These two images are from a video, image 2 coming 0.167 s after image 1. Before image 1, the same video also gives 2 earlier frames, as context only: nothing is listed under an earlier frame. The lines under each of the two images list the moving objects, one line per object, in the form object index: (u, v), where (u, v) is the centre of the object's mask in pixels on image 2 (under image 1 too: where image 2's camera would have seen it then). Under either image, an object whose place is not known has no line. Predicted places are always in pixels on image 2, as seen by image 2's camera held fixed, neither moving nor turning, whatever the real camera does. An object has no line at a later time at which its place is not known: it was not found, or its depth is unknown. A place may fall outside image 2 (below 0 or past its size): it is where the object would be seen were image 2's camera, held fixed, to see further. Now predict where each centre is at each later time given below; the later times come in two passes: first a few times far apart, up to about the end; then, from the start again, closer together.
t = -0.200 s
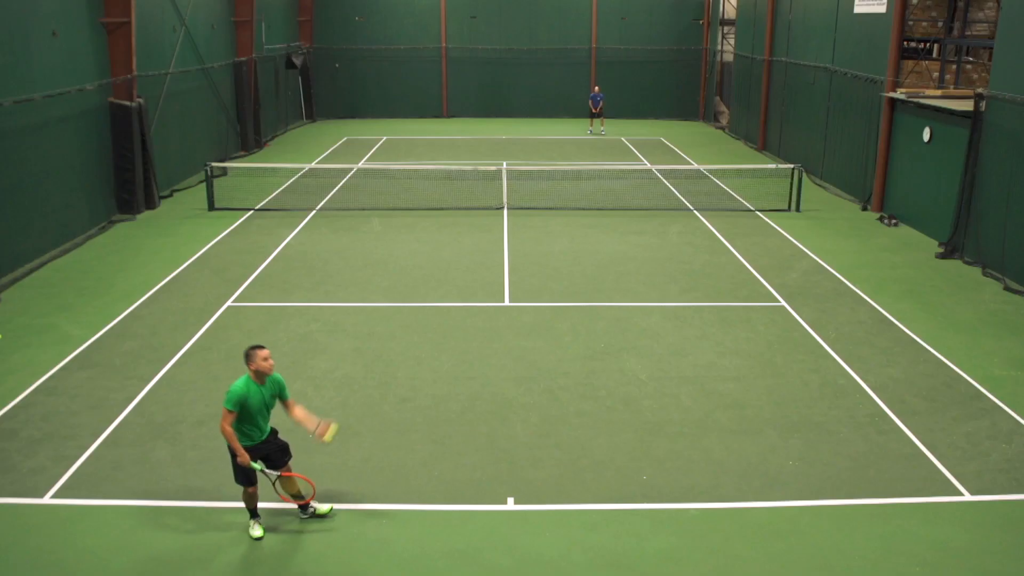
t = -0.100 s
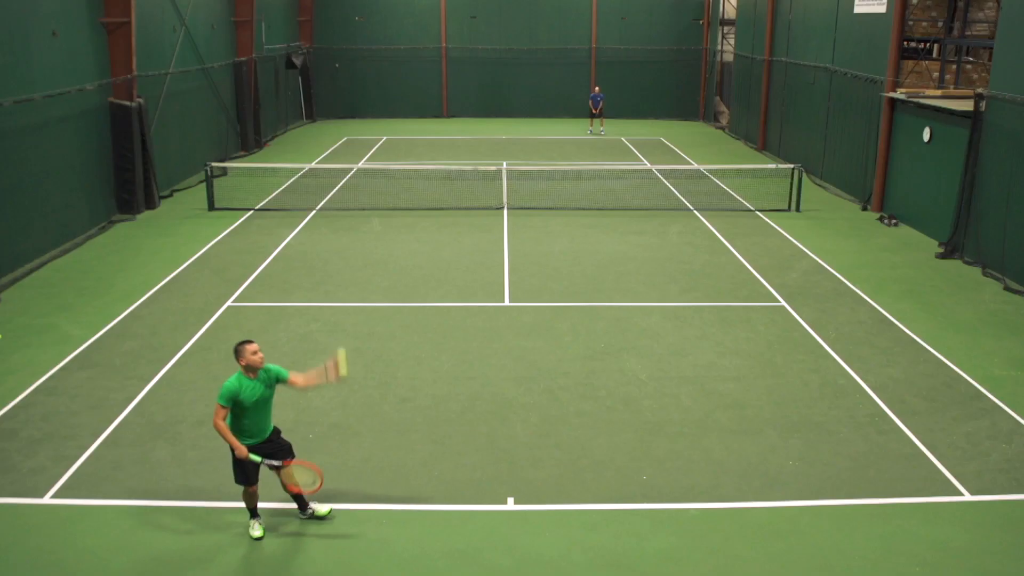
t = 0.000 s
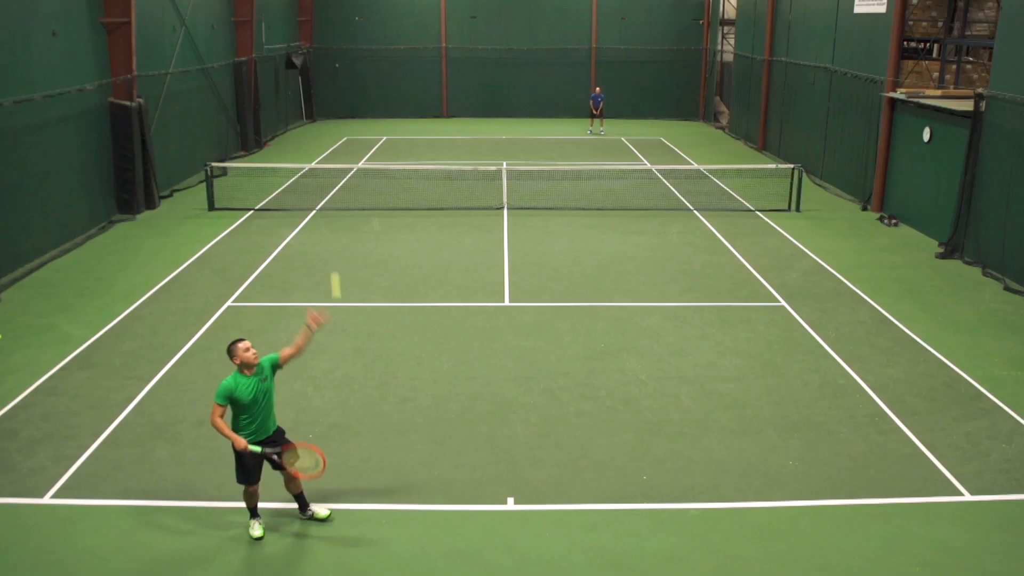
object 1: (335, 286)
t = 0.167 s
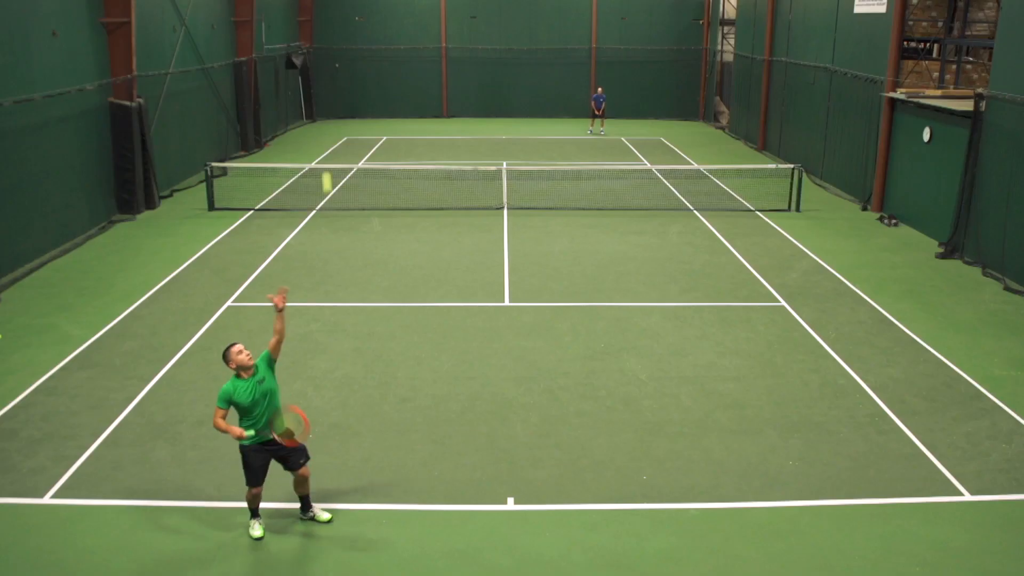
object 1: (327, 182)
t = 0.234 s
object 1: (324, 150)
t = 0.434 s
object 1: (318, 92)
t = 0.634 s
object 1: (315, 87)
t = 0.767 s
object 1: (315, 112)
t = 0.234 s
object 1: (324, 150)
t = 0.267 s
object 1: (323, 137)
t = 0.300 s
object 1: (321, 125)
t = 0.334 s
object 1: (321, 115)
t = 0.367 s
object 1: (320, 106)
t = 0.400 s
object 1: (319, 98)
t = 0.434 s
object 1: (318, 92)
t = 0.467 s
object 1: (317, 88)
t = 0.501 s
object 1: (317, 85)
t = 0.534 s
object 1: (316, 83)
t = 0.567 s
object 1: (316, 83)
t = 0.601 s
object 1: (316, 84)
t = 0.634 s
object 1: (315, 87)
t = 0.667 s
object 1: (315, 91)
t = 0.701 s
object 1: (315, 96)
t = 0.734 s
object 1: (315, 103)
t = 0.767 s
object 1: (315, 112)
